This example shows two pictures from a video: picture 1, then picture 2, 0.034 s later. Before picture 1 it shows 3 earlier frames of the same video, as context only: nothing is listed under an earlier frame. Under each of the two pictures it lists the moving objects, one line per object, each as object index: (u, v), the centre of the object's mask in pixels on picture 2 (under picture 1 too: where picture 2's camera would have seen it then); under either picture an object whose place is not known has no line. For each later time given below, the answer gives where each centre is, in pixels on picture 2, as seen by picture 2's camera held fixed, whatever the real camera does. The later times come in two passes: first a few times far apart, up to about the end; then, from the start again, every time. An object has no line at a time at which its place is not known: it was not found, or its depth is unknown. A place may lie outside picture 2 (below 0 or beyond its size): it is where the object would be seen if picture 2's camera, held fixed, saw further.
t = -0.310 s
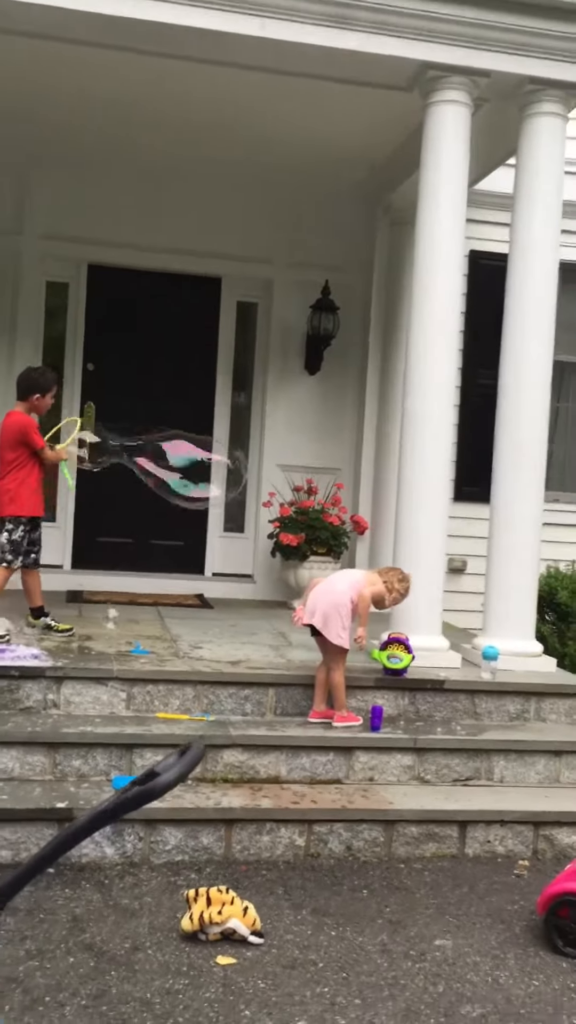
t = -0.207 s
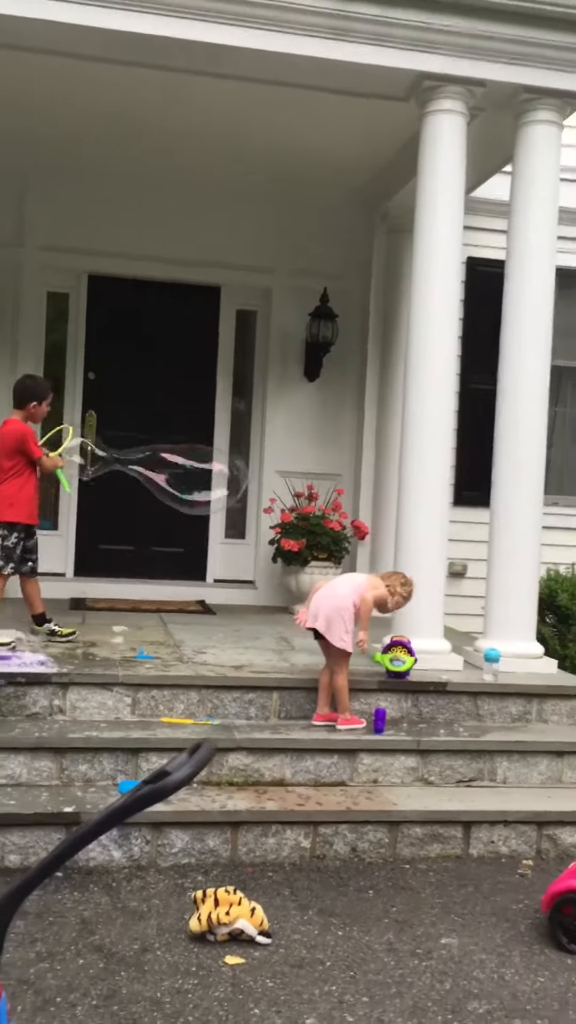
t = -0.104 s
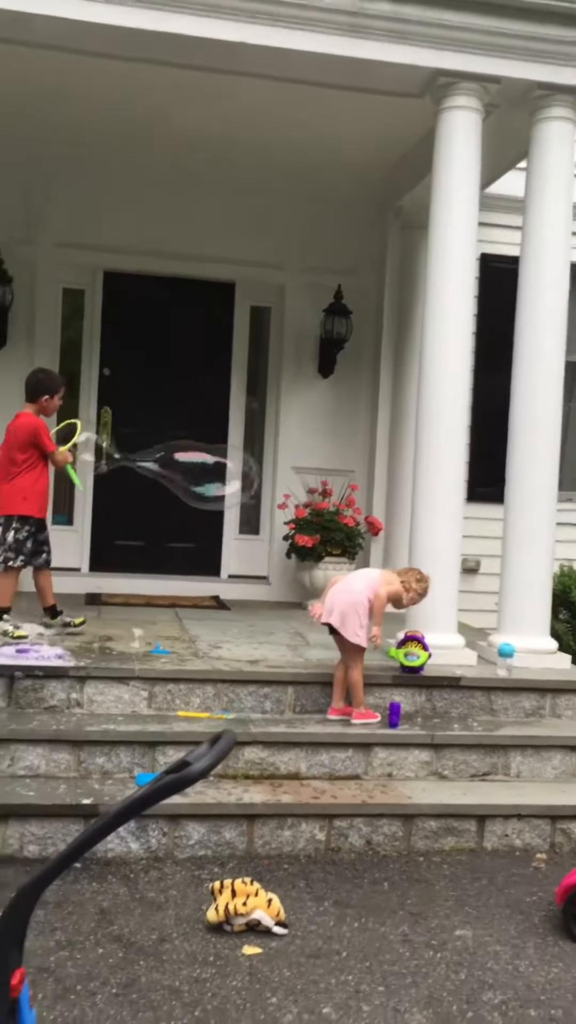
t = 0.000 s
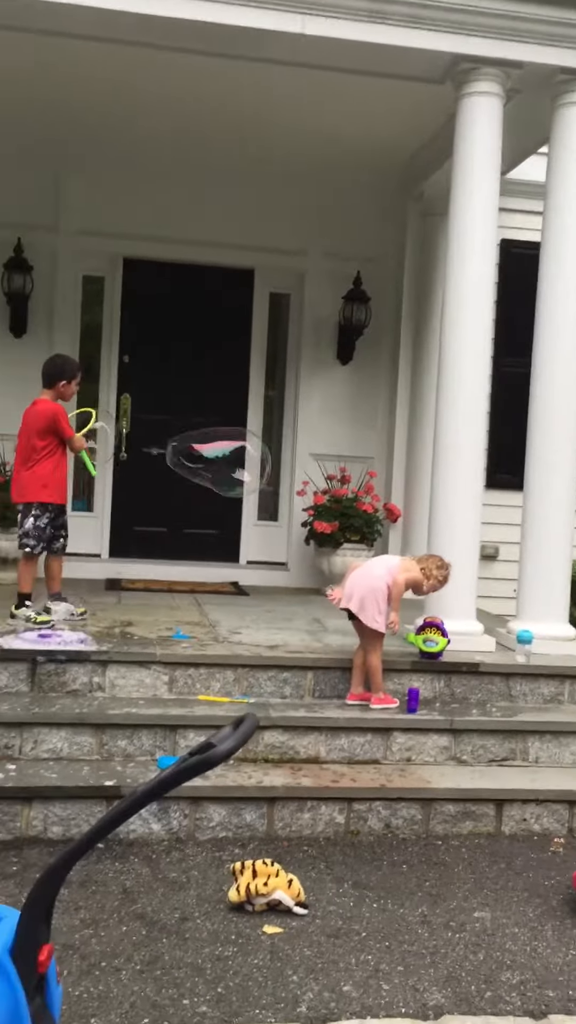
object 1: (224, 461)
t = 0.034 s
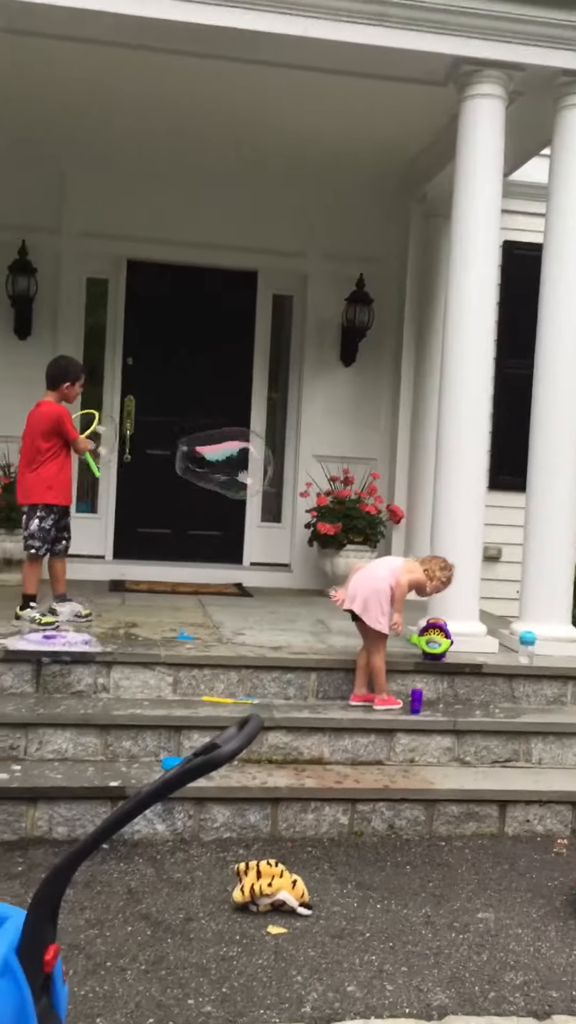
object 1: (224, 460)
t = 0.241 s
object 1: (229, 464)
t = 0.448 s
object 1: (229, 468)
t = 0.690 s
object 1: (229, 472)
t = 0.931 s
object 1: (229, 477)
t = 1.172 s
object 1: (231, 483)
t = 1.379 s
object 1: (232, 490)
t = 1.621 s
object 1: (238, 496)
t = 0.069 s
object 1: (226, 462)
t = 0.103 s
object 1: (227, 463)
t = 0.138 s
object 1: (228, 463)
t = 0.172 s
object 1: (228, 463)
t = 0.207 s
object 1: (228, 464)
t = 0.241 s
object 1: (229, 464)
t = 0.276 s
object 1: (229, 465)
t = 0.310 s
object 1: (230, 465)
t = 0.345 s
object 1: (230, 466)
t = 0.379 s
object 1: (229, 466)
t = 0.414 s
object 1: (229, 467)
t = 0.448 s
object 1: (229, 468)
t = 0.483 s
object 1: (229, 470)
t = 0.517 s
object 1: (229, 471)
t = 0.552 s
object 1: (230, 472)
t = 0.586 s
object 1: (230, 473)
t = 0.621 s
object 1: (230, 473)
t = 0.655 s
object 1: (230, 473)
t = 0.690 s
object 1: (229, 472)
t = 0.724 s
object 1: (229, 473)
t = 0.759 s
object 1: (229, 473)
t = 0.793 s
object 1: (230, 474)
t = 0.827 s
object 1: (229, 475)
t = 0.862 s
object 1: (229, 476)
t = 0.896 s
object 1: (229, 476)
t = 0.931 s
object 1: (229, 477)
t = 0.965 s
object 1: (229, 478)
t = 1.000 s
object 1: (229, 479)
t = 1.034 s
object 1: (230, 480)
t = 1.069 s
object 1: (230, 481)
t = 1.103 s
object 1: (230, 481)
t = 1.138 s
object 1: (231, 482)
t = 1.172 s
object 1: (231, 483)
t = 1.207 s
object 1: (231, 484)
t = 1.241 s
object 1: (231, 485)
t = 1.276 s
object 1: (232, 486)
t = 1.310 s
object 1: (231, 487)
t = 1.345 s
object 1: (231, 489)
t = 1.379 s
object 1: (232, 490)
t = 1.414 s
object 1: (233, 490)
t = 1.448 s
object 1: (236, 491)
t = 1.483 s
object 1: (236, 491)
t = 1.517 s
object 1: (234, 492)
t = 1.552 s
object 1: (233, 494)
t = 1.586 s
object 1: (236, 495)
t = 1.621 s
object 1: (238, 496)
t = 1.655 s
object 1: (237, 498)
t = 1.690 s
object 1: (231, 498)
